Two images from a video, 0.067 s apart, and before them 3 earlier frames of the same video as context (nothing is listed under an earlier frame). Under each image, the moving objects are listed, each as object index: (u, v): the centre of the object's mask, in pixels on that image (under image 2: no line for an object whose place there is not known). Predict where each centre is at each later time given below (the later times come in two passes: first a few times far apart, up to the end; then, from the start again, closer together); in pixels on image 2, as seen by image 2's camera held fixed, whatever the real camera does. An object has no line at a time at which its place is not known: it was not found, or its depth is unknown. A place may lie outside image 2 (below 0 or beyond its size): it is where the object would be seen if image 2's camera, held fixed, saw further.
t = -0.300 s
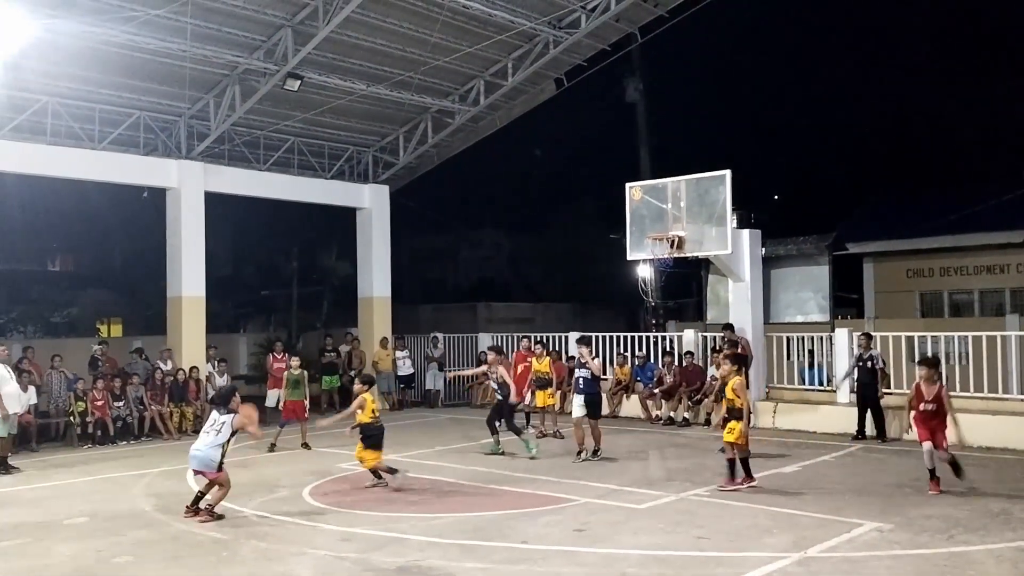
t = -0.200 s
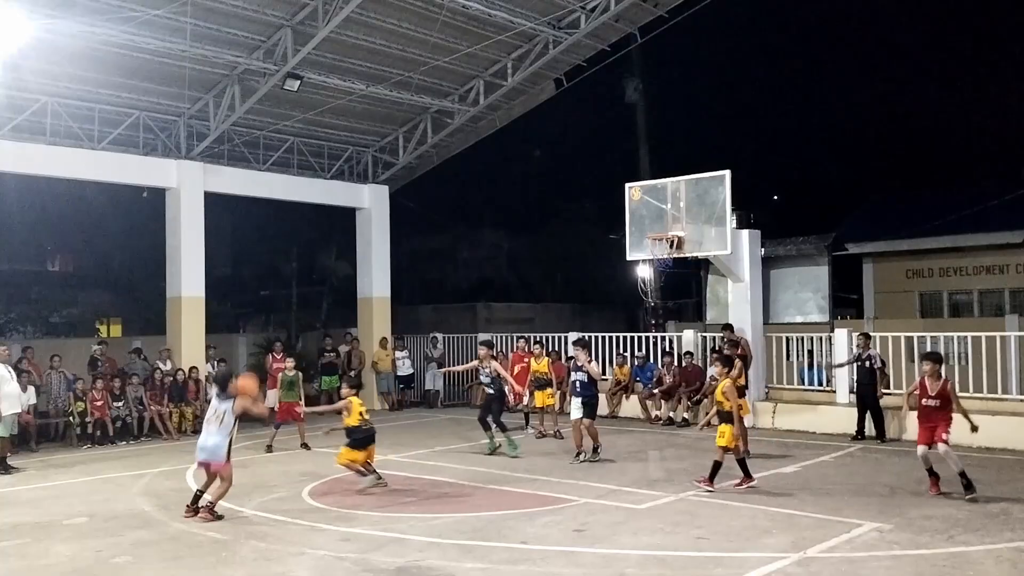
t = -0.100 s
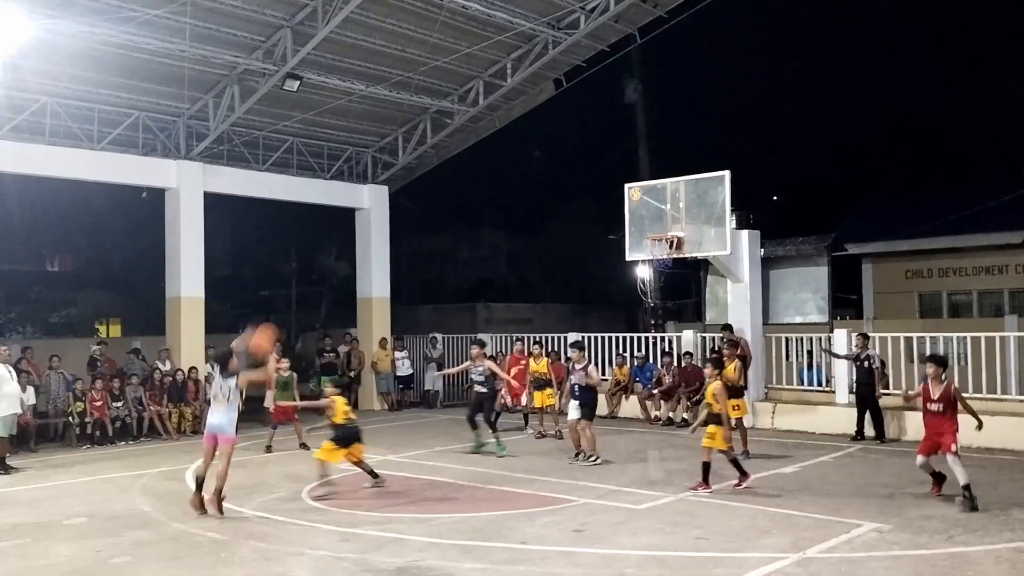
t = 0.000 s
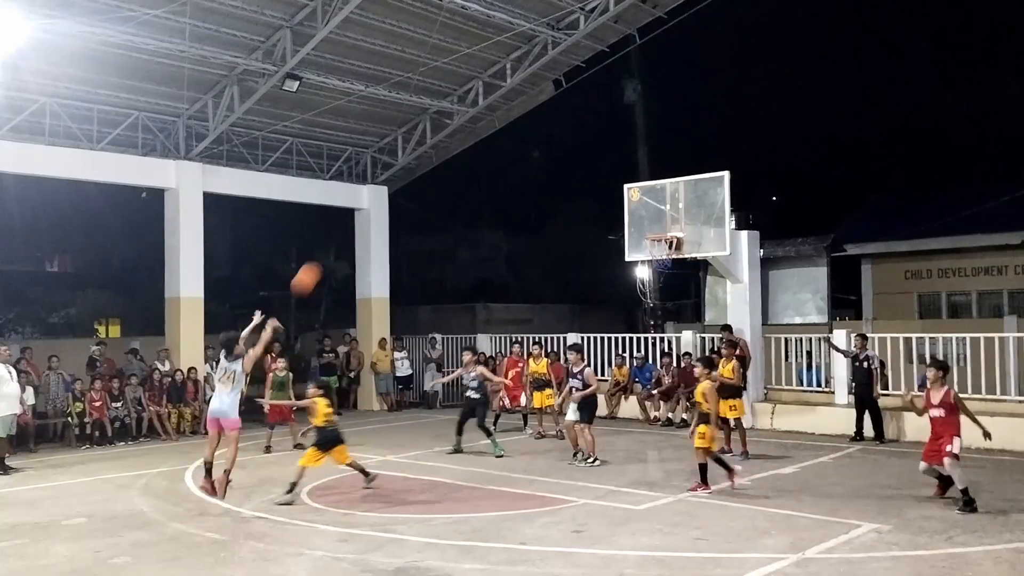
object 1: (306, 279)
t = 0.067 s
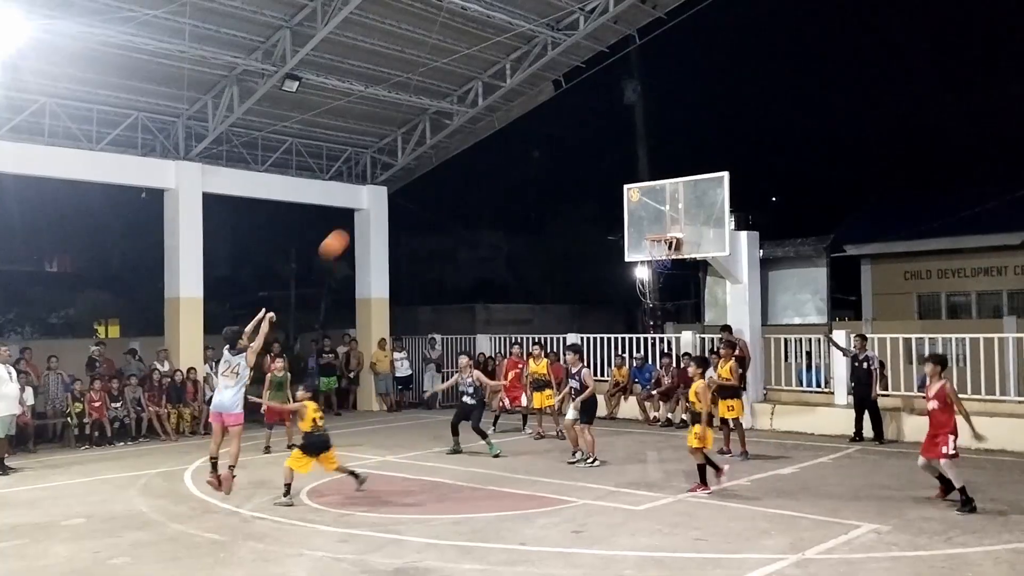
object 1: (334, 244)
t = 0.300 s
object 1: (424, 161)
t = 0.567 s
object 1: (515, 128)
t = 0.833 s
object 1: (593, 147)
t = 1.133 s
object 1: (672, 220)
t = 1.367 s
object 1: (674, 278)
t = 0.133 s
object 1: (360, 216)
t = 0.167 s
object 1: (376, 202)
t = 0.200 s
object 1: (390, 189)
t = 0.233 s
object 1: (400, 180)
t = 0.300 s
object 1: (424, 161)
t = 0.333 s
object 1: (437, 154)
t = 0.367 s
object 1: (448, 147)
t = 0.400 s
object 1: (460, 141)
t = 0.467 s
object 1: (482, 133)
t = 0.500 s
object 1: (493, 131)
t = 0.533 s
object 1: (504, 129)
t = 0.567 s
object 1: (515, 128)
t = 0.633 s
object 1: (535, 128)
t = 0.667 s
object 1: (545, 129)
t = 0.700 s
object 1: (555, 132)
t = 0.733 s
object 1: (565, 134)
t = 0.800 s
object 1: (583, 142)
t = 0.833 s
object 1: (593, 147)
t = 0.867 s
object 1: (602, 153)
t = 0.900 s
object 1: (611, 159)
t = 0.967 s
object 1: (629, 173)
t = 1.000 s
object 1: (637, 179)
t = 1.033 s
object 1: (647, 192)
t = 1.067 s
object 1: (655, 199)
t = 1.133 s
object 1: (672, 220)
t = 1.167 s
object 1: (683, 234)
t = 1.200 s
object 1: (688, 245)
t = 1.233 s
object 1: (694, 253)
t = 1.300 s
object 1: (684, 265)
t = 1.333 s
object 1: (680, 271)
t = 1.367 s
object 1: (674, 278)
